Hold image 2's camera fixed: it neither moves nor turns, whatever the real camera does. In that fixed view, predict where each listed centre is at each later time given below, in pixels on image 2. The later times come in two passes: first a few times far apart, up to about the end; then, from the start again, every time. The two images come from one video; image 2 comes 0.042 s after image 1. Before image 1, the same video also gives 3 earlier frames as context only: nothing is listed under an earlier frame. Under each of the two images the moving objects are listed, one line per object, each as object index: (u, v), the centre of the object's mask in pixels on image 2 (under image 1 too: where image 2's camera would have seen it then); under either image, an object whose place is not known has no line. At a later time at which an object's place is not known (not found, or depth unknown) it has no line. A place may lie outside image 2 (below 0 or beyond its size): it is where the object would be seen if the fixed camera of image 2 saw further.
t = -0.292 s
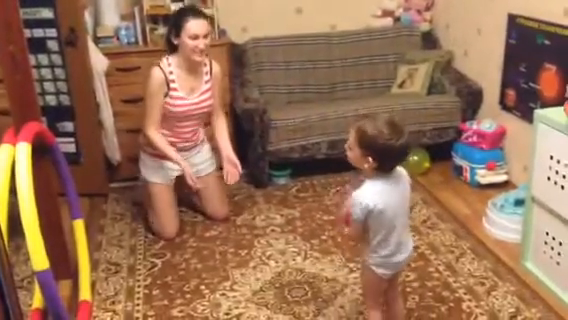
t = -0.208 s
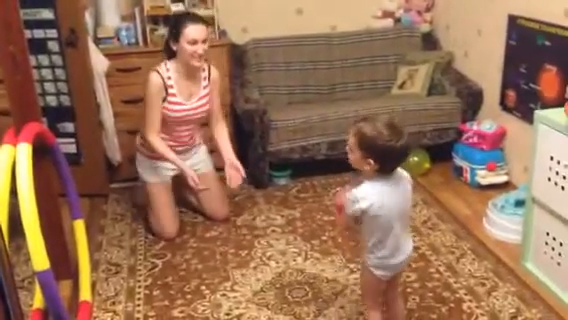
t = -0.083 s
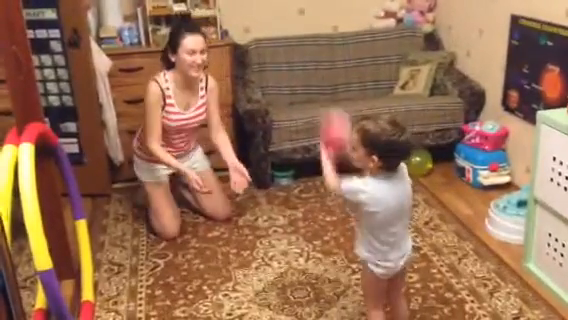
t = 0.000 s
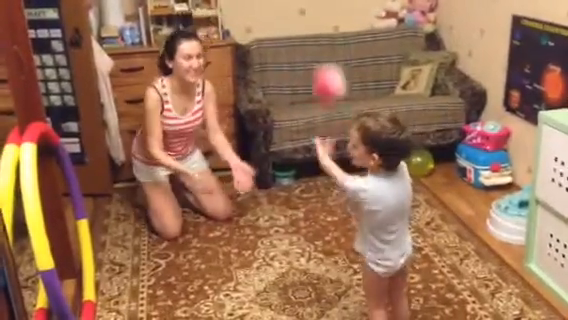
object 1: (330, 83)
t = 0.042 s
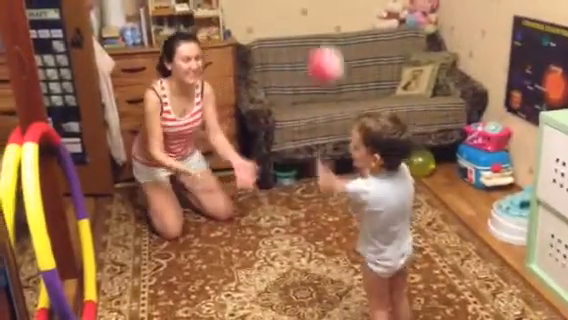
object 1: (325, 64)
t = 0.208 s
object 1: (310, 33)
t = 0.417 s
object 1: (296, 83)
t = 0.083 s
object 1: (322, 50)
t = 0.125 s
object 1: (318, 41)
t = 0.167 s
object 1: (314, 35)
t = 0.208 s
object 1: (310, 33)
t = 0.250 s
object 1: (307, 34)
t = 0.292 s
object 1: (304, 41)
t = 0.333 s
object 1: (300, 52)
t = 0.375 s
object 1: (298, 67)
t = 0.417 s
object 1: (296, 83)
